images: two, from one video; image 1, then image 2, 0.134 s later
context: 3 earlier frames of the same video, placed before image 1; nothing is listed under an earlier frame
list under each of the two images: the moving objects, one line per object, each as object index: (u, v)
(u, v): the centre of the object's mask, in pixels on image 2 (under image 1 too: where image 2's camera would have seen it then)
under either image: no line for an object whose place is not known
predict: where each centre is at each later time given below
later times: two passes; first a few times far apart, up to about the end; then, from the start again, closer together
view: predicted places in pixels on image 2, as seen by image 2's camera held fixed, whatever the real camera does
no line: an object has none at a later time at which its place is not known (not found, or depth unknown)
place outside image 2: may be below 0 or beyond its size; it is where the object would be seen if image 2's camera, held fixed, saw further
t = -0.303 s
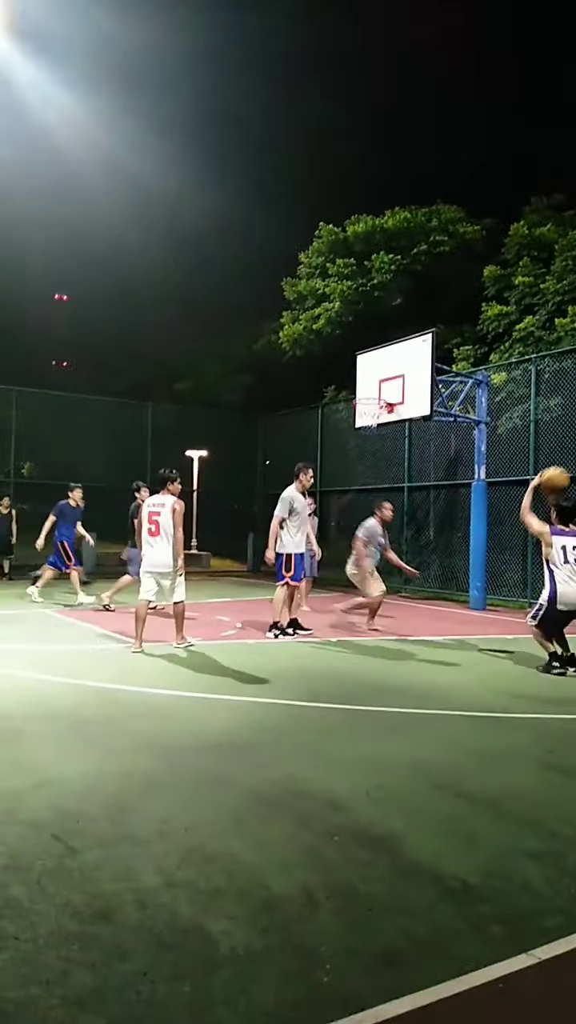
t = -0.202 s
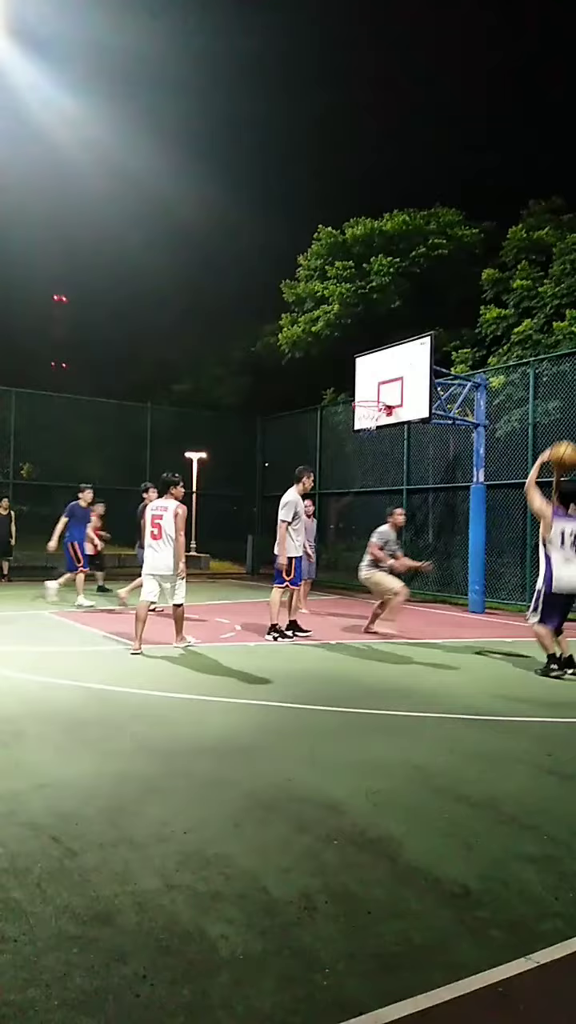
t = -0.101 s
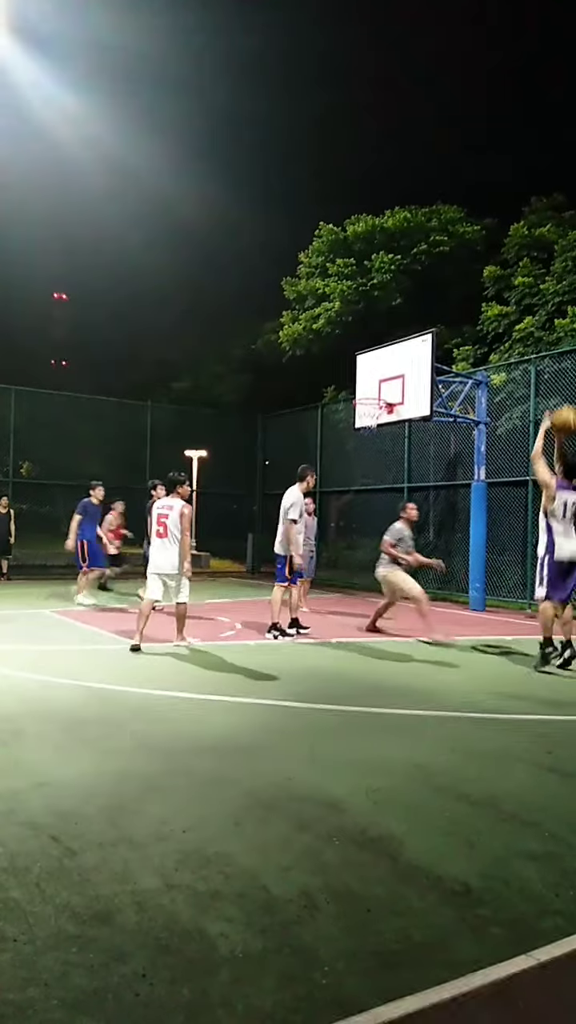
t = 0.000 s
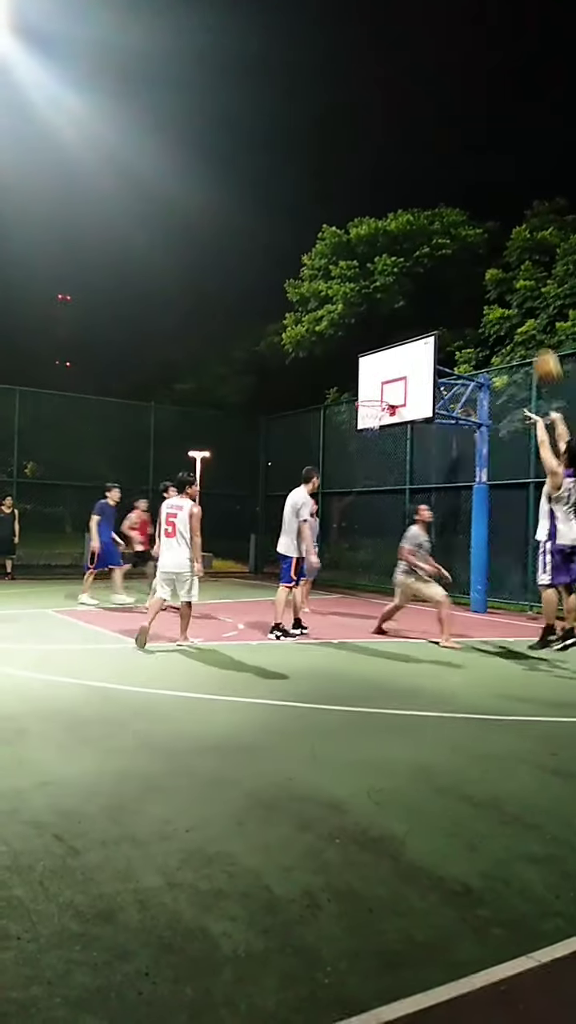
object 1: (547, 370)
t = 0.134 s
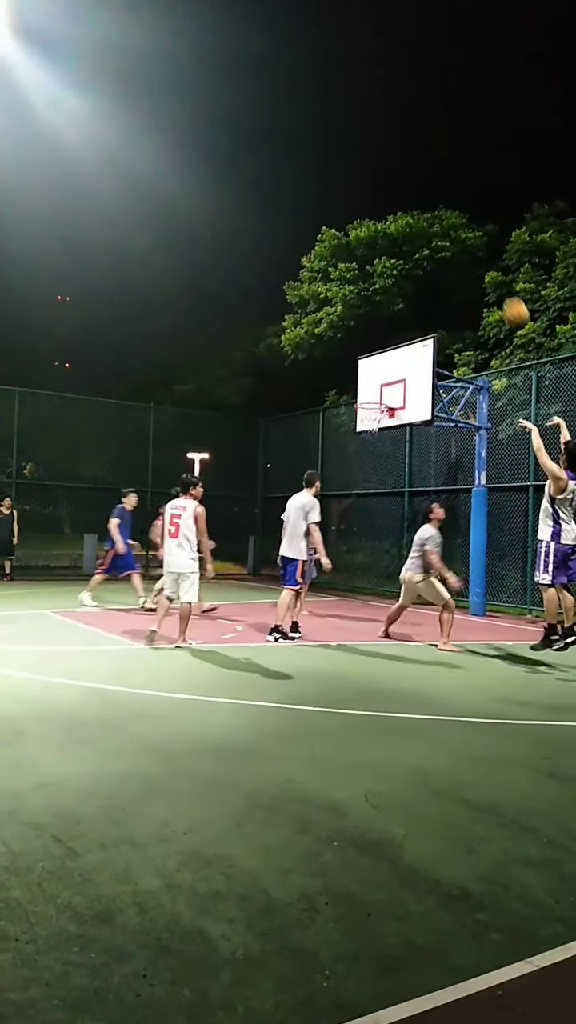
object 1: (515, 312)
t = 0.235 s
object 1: (495, 288)
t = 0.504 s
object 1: (447, 272)
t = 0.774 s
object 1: (409, 312)
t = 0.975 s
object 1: (384, 371)
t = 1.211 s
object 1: (357, 380)
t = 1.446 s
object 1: (329, 369)
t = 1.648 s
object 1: (299, 394)
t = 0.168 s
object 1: (509, 302)
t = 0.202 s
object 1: (502, 295)
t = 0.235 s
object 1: (495, 288)
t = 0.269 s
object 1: (488, 282)
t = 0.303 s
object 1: (482, 277)
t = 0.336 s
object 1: (476, 274)
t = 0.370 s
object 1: (470, 271)
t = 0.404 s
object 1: (463, 270)
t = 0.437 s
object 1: (458, 270)
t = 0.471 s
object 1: (453, 270)
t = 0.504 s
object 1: (447, 272)
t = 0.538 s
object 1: (442, 274)
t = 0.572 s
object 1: (437, 278)
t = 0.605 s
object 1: (433, 281)
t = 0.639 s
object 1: (428, 286)
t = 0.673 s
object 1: (423, 292)
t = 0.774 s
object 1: (409, 312)
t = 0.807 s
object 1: (405, 320)
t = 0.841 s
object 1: (400, 329)
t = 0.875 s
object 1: (396, 337)
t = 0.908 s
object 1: (392, 346)
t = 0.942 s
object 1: (388, 357)
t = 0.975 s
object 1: (384, 371)
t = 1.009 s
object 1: (379, 381)
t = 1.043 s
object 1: (375, 393)
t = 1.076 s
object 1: (372, 402)
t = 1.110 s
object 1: (369, 396)
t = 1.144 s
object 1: (365, 390)
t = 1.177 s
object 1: (360, 384)
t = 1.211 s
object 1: (357, 380)
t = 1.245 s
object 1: (353, 376)
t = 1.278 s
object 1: (350, 373)
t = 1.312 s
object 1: (346, 371)
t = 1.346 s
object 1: (342, 370)
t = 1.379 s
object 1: (338, 369)
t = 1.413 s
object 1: (333, 368)
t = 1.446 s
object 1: (329, 369)
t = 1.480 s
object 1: (324, 371)
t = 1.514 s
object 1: (319, 373)
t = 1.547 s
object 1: (315, 378)
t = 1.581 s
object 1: (310, 382)
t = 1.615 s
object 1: (304, 387)
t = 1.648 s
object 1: (299, 394)
